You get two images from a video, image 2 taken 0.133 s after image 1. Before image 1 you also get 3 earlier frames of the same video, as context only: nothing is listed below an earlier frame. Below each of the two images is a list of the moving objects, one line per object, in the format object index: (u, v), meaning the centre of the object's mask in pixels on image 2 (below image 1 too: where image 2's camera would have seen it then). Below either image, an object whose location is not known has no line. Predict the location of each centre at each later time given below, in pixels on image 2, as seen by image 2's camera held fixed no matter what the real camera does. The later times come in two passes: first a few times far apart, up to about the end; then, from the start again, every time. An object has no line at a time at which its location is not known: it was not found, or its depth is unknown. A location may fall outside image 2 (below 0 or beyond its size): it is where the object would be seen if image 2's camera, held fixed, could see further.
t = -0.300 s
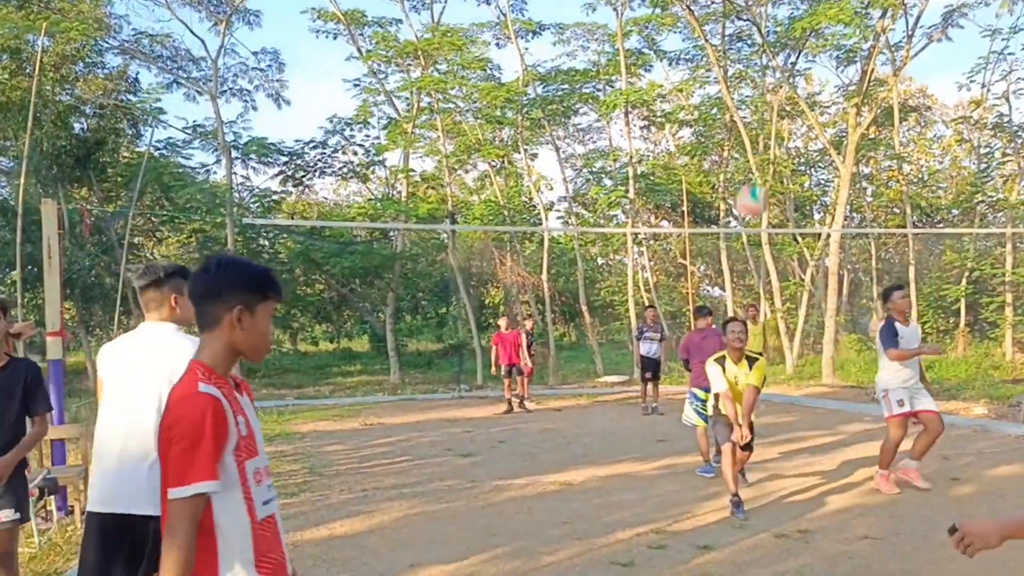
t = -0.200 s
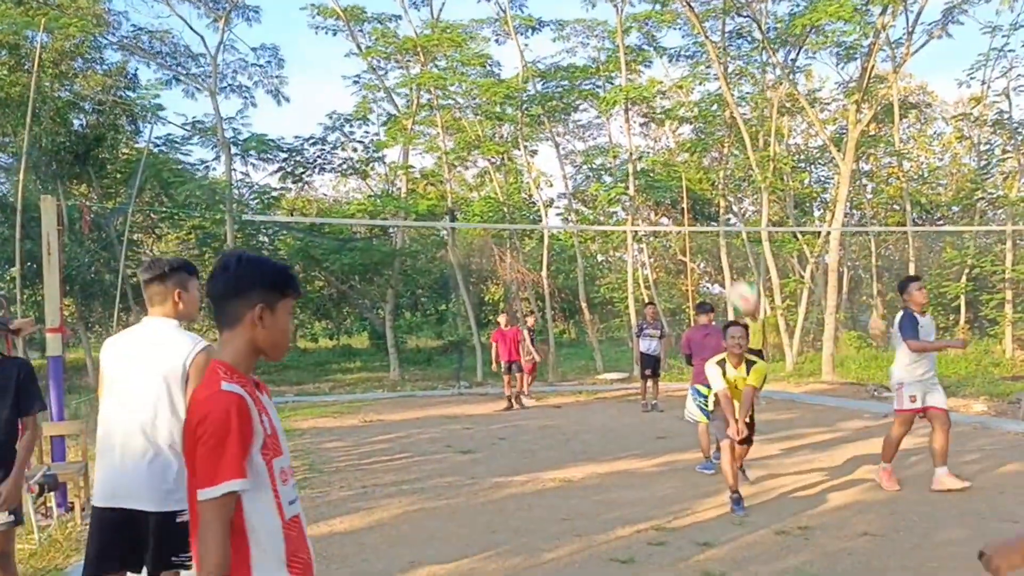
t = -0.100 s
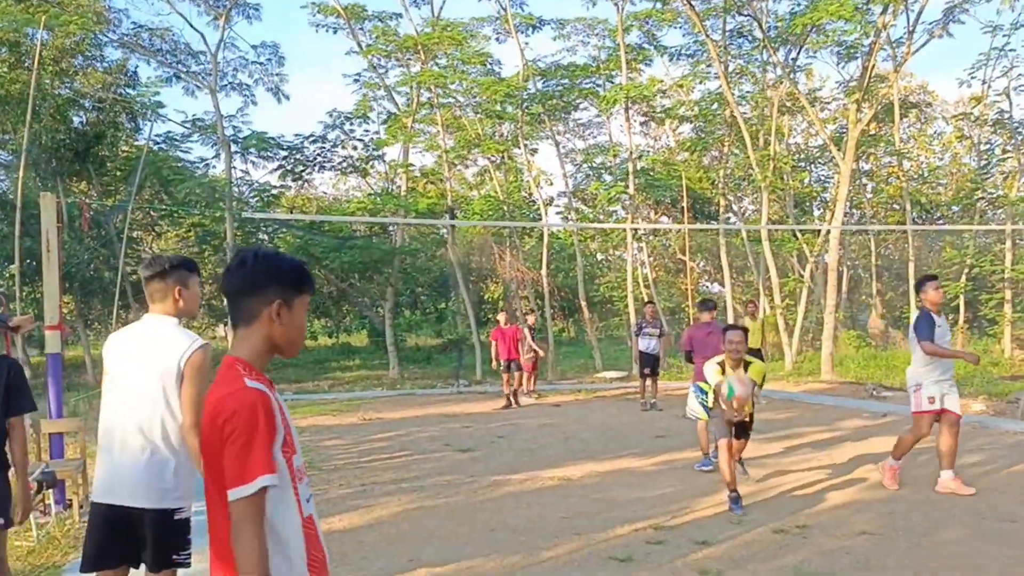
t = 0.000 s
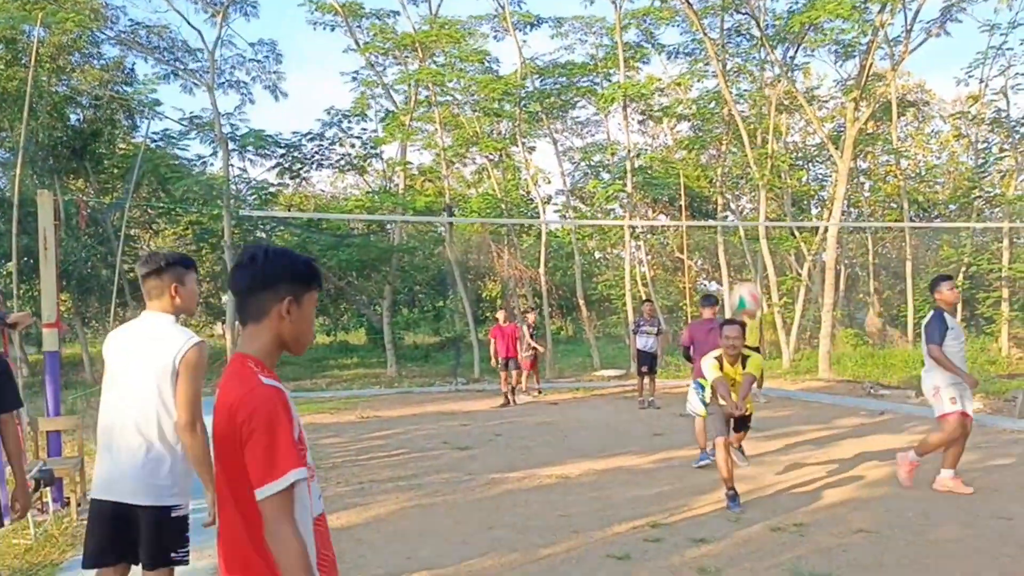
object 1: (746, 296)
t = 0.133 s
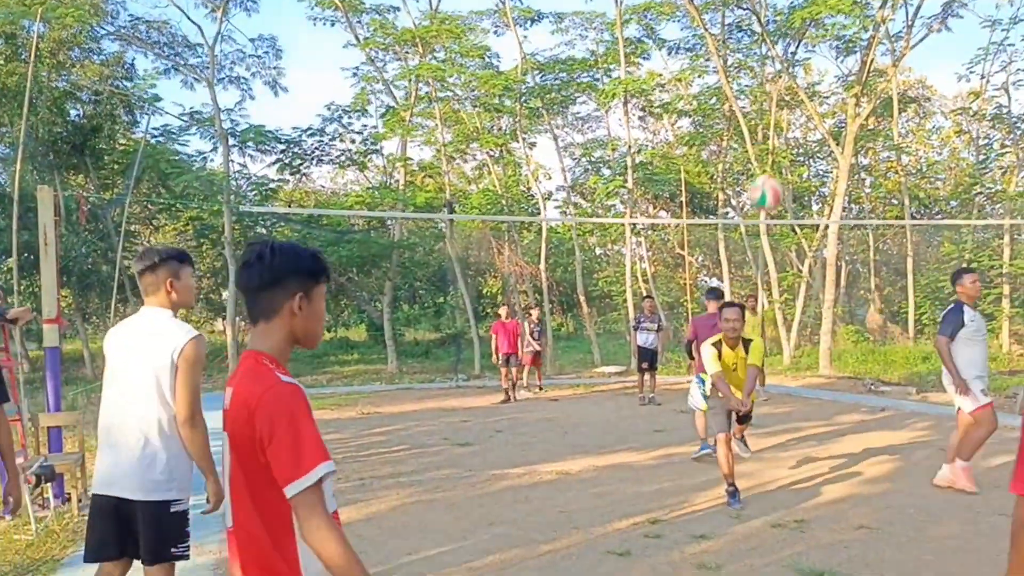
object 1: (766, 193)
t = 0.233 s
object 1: (781, 127)
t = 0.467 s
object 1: (828, 14)
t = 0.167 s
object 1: (770, 170)
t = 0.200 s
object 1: (775, 148)
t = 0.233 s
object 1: (781, 127)
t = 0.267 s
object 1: (787, 105)
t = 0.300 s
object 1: (793, 88)
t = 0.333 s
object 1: (800, 70)
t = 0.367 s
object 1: (807, 53)
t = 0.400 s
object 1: (813, 39)
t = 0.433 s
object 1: (820, 26)
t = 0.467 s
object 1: (828, 14)
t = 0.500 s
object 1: (836, 6)
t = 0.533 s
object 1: (844, 1)
